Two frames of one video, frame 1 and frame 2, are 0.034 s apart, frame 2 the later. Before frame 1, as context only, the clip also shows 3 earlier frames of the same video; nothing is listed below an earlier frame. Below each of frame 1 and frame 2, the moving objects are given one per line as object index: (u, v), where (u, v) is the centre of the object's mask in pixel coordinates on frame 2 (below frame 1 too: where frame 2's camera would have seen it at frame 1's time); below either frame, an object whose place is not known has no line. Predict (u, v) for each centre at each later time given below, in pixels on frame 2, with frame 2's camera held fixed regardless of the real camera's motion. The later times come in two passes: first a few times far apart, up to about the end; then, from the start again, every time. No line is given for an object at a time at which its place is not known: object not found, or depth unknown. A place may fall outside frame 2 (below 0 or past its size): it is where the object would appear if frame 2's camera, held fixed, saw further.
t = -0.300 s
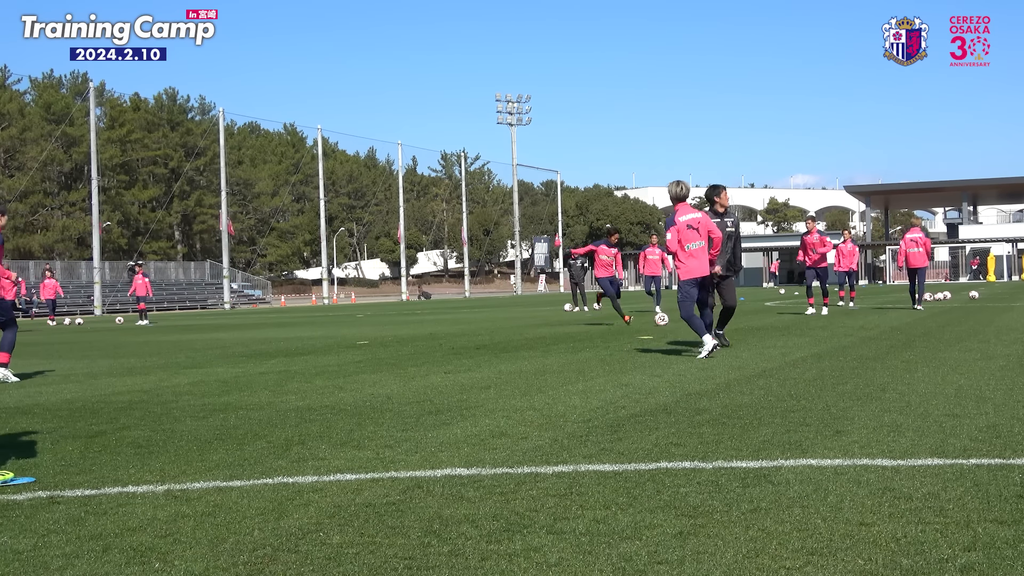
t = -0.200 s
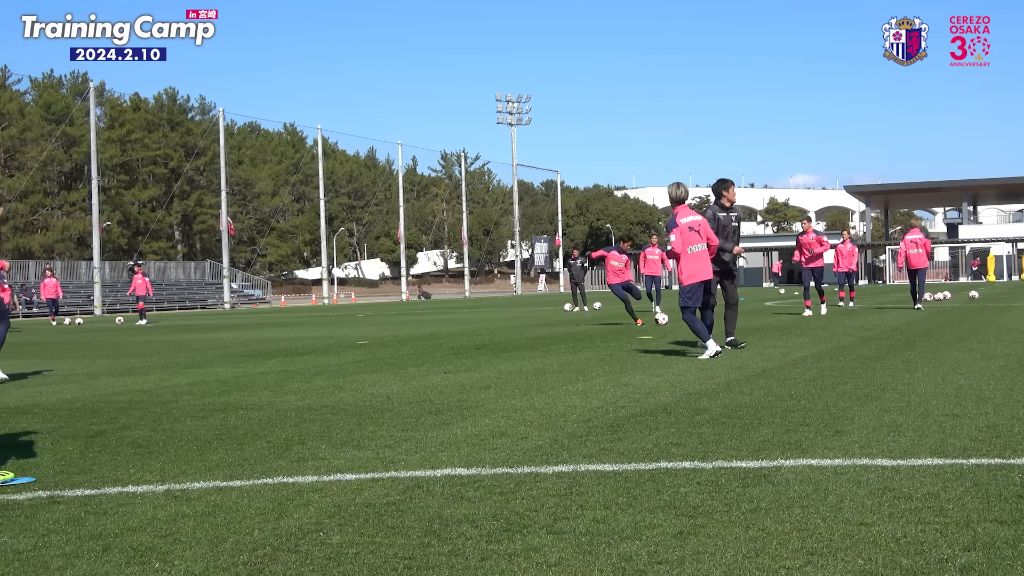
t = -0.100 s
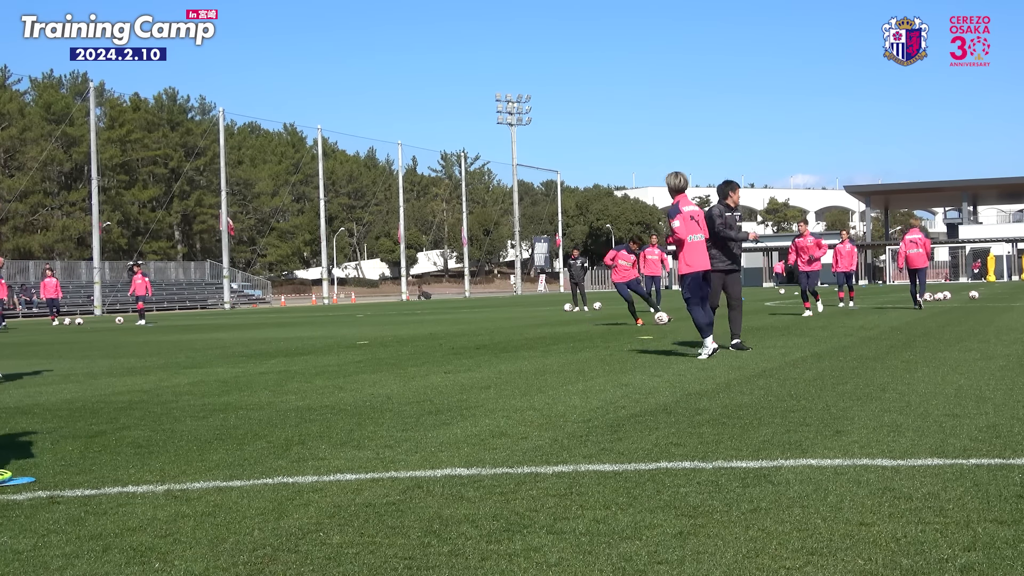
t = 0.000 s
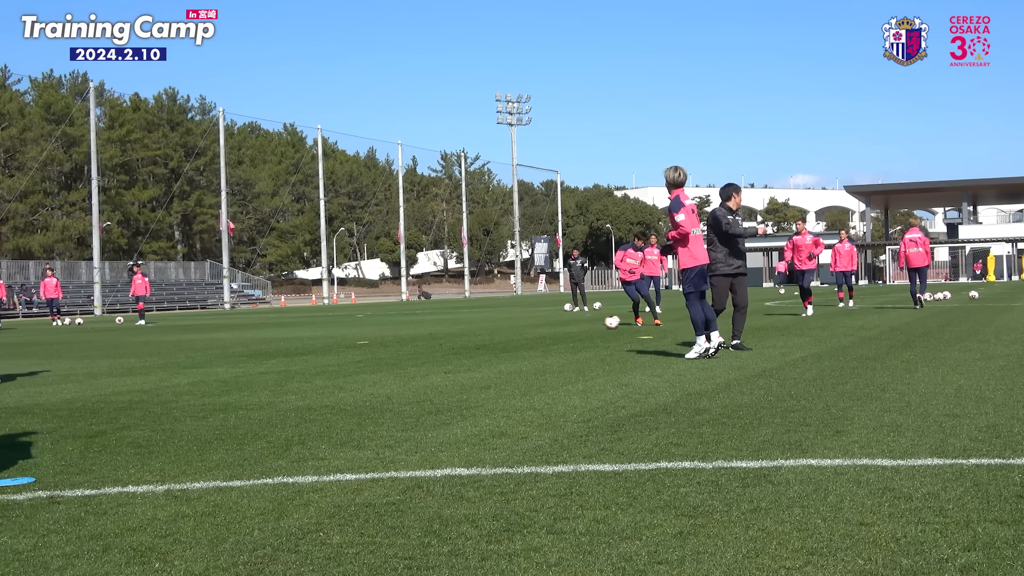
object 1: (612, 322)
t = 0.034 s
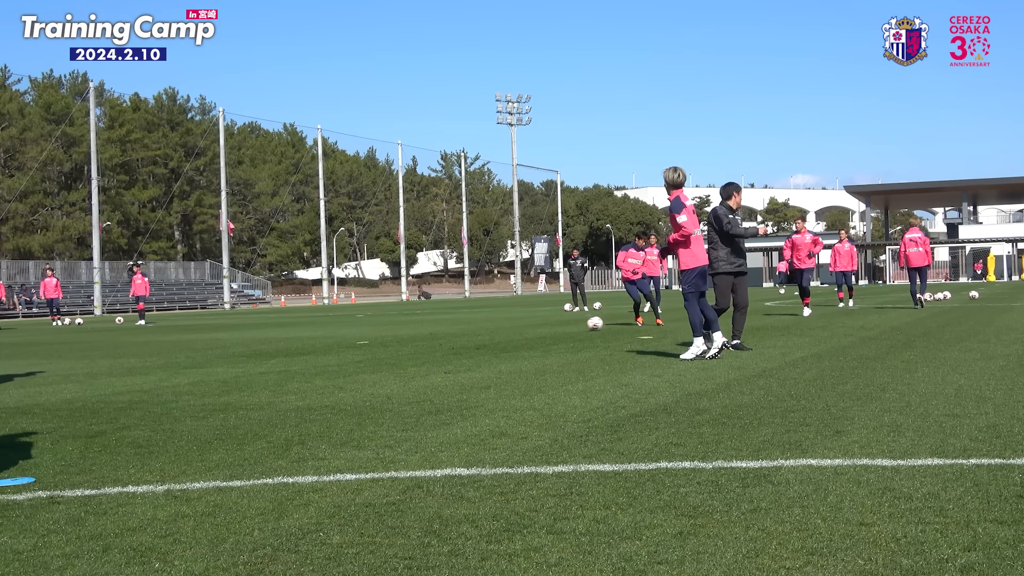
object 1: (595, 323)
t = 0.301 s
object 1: (433, 338)
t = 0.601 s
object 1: (200, 357)
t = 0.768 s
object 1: (46, 369)
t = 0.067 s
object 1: (576, 325)
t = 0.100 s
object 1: (558, 327)
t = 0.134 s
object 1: (538, 329)
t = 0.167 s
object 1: (519, 330)
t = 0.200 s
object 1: (498, 332)
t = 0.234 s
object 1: (477, 334)
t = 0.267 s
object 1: (455, 335)
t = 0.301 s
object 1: (433, 338)
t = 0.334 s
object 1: (410, 340)
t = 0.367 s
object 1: (386, 342)
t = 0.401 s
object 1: (361, 343)
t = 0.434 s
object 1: (336, 345)
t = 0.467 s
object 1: (311, 348)
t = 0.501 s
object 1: (284, 350)
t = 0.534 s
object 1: (257, 353)
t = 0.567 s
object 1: (229, 355)
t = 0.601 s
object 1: (200, 357)
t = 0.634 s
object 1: (170, 360)
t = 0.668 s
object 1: (140, 362)
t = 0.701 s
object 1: (110, 363)
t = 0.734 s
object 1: (78, 366)
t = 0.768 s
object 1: (46, 369)
